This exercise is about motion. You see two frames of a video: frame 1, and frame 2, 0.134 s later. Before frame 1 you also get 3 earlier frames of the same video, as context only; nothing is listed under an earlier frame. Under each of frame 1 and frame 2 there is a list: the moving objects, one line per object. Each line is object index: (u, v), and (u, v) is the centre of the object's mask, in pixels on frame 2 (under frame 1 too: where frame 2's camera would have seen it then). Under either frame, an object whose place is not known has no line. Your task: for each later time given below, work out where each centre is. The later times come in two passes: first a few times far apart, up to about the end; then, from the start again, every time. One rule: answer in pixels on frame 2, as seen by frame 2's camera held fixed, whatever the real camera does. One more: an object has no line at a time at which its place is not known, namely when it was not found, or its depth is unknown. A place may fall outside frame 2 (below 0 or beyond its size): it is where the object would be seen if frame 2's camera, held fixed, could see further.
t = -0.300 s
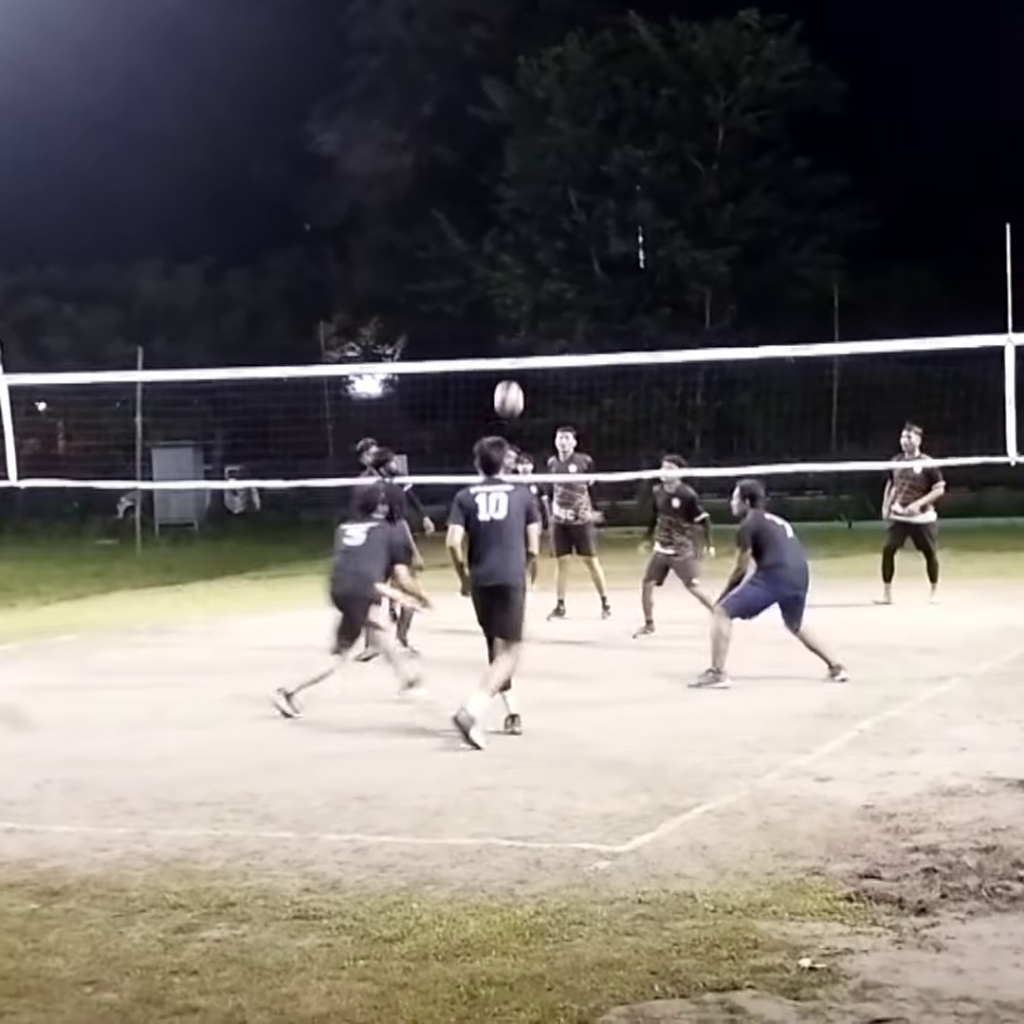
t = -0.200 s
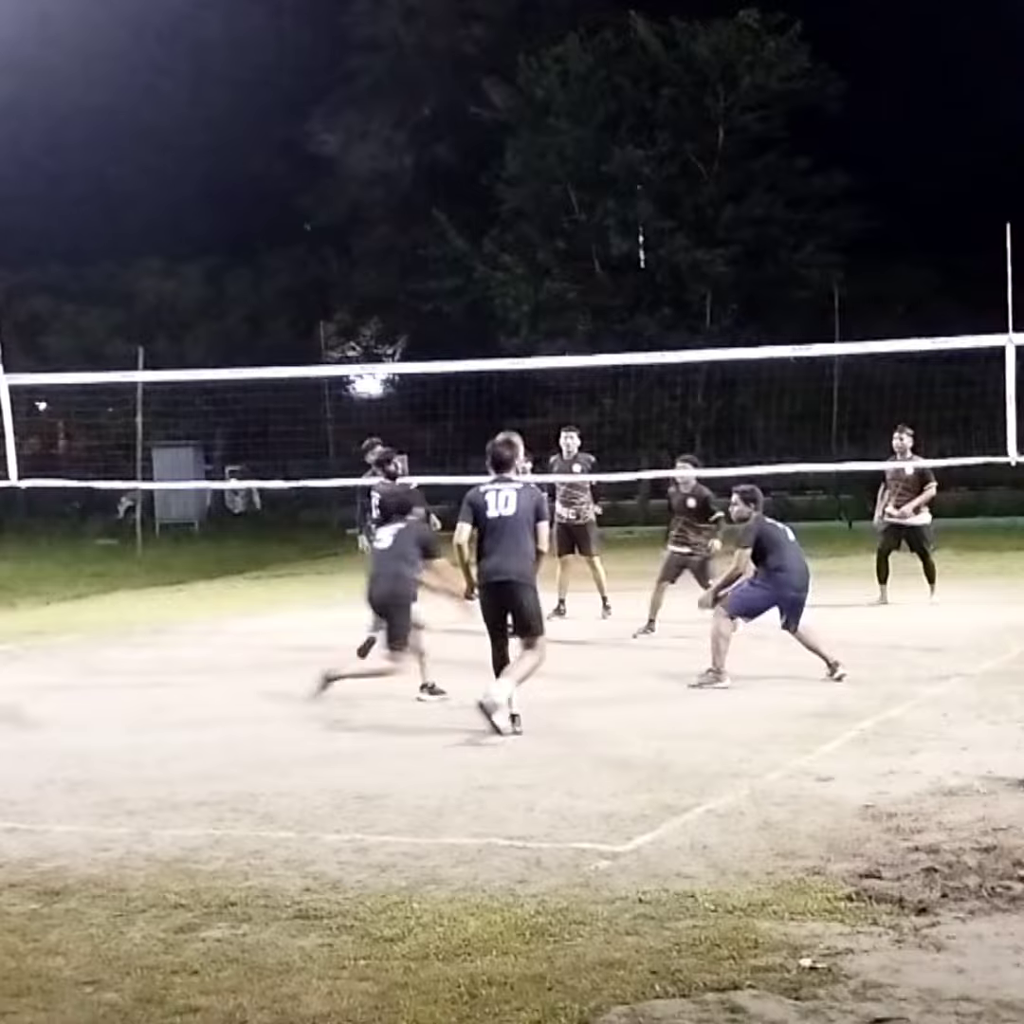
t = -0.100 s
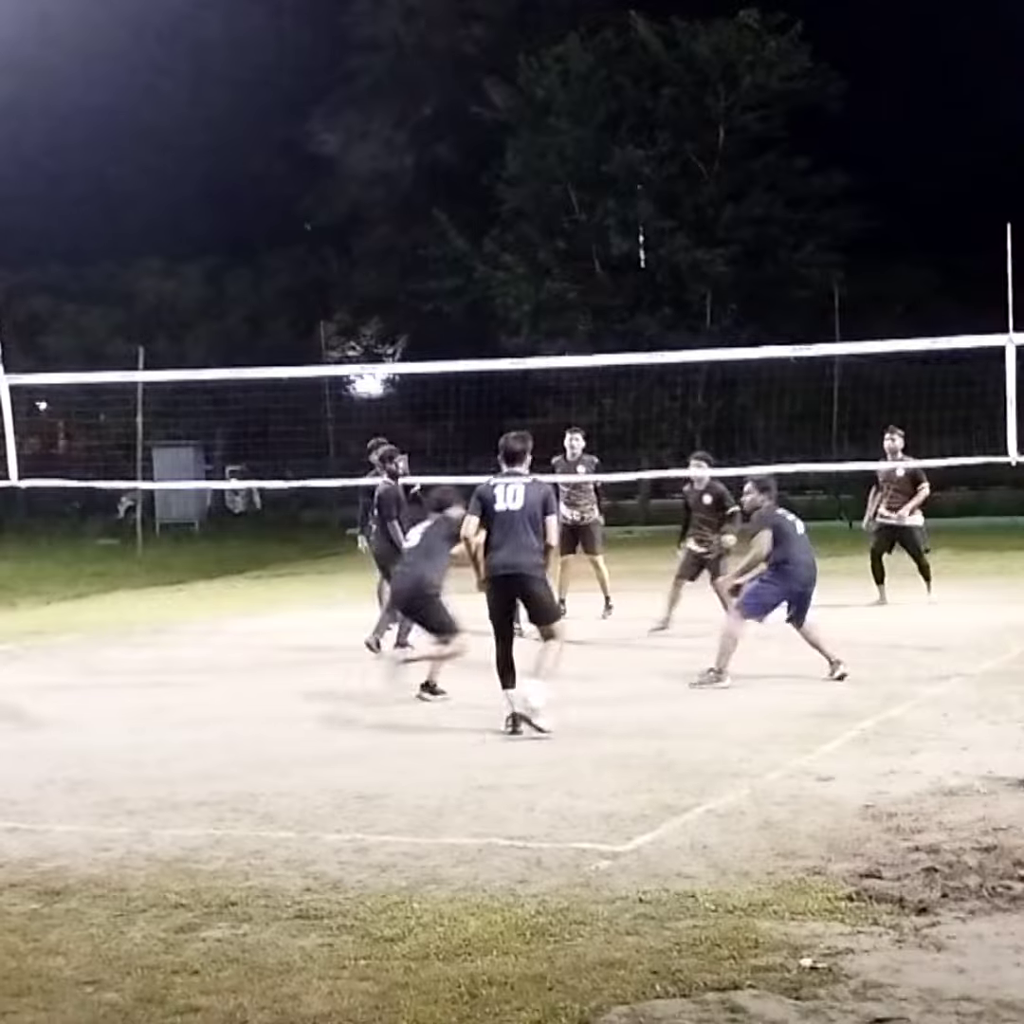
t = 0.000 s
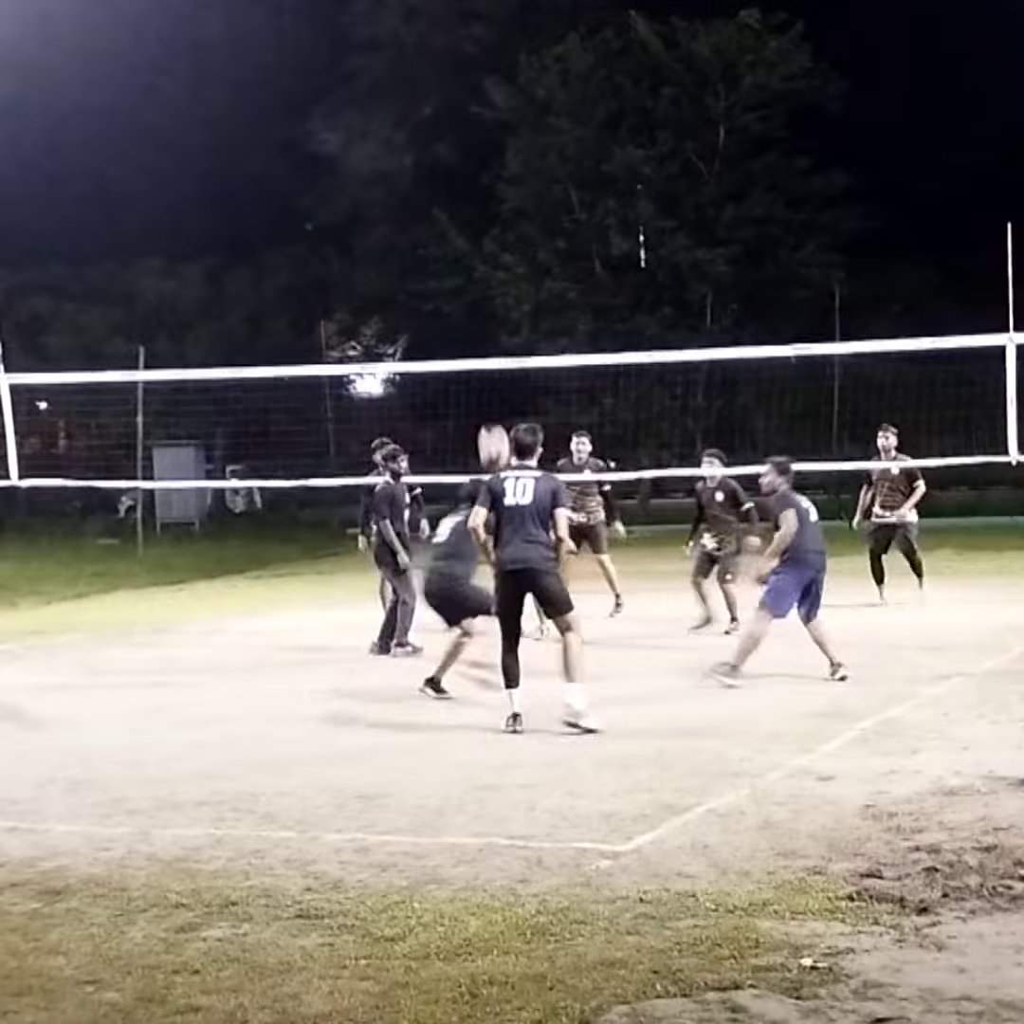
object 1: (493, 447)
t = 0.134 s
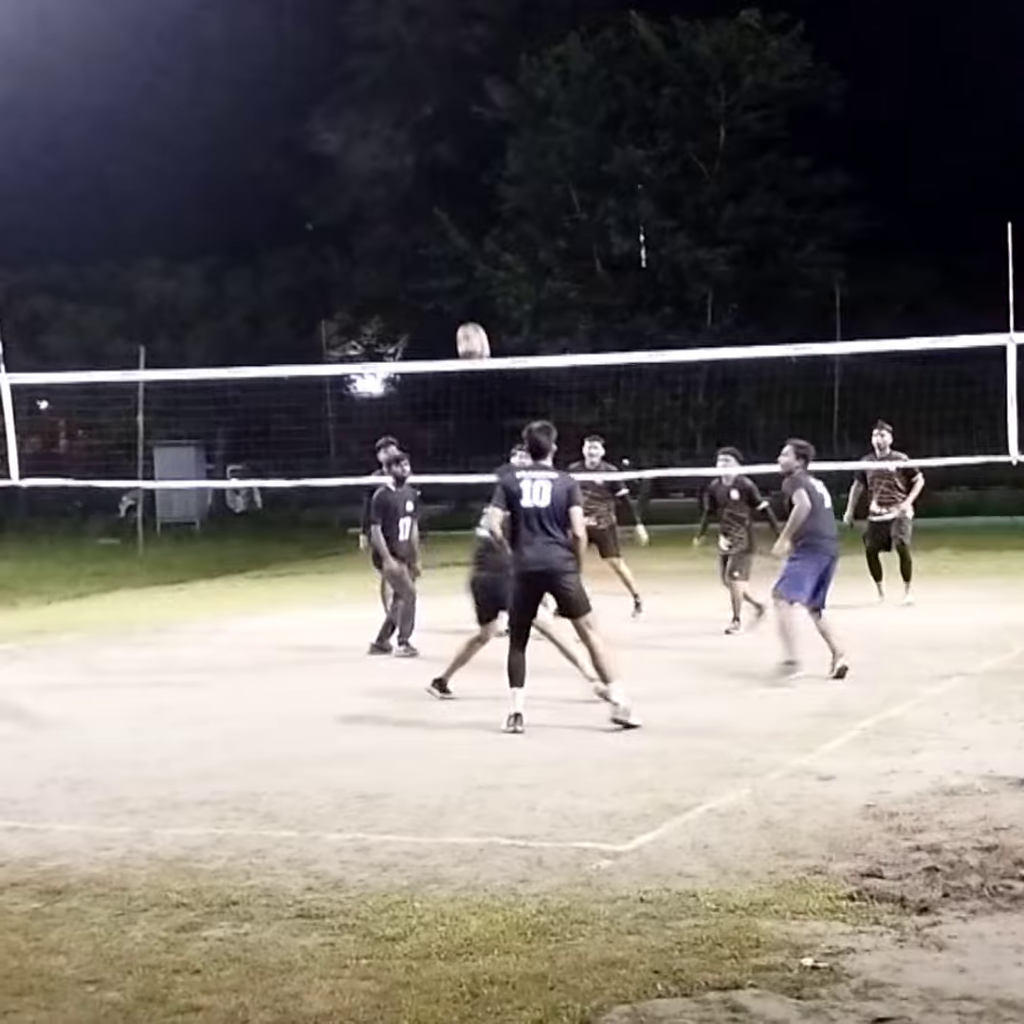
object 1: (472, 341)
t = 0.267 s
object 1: (451, 271)
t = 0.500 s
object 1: (415, 205)
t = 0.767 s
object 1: (381, 222)
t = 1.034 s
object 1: (352, 332)
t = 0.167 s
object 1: (467, 325)
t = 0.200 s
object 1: (462, 306)
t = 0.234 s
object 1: (457, 288)
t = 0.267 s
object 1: (451, 271)
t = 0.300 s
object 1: (445, 256)
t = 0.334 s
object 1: (440, 244)
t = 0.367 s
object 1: (436, 233)
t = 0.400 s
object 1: (430, 224)
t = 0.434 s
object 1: (426, 216)
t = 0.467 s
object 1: (420, 209)
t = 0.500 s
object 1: (415, 205)
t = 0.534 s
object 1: (411, 202)
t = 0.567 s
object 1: (407, 200)
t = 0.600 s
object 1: (402, 200)
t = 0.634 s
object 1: (397, 202)
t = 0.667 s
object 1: (393, 205)
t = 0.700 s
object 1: (389, 209)
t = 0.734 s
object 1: (385, 215)
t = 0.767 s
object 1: (381, 222)
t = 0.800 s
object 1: (377, 231)
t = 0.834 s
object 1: (372, 241)
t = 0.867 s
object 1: (369, 253)
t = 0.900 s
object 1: (365, 266)
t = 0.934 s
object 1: (362, 281)
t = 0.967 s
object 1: (358, 297)
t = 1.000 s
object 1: (355, 314)
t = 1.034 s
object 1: (352, 332)
